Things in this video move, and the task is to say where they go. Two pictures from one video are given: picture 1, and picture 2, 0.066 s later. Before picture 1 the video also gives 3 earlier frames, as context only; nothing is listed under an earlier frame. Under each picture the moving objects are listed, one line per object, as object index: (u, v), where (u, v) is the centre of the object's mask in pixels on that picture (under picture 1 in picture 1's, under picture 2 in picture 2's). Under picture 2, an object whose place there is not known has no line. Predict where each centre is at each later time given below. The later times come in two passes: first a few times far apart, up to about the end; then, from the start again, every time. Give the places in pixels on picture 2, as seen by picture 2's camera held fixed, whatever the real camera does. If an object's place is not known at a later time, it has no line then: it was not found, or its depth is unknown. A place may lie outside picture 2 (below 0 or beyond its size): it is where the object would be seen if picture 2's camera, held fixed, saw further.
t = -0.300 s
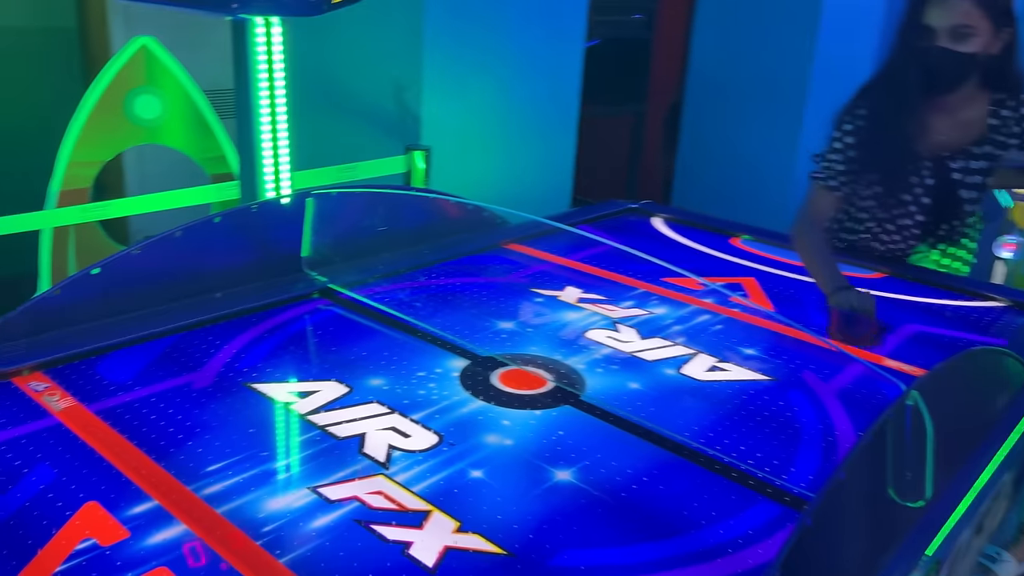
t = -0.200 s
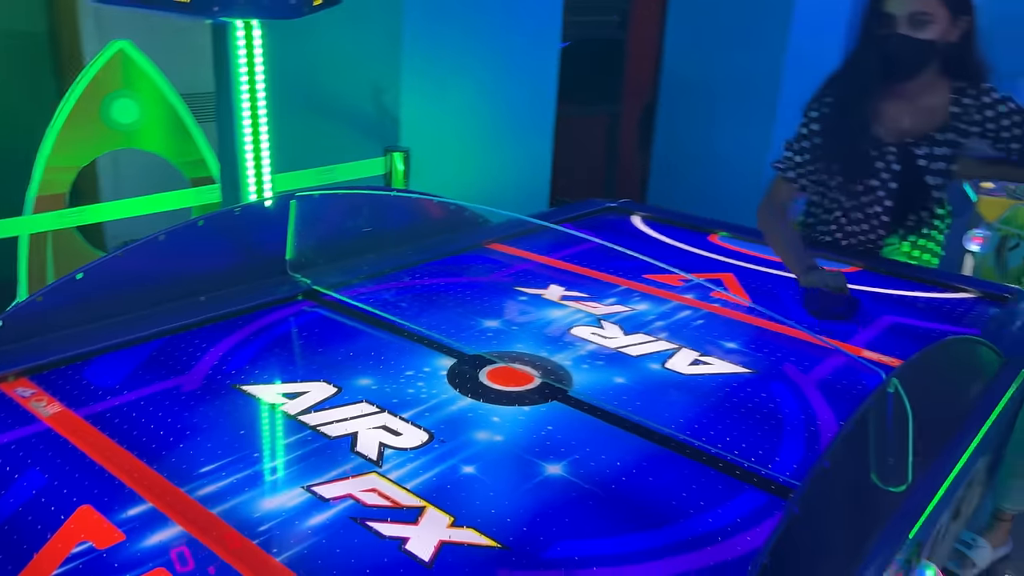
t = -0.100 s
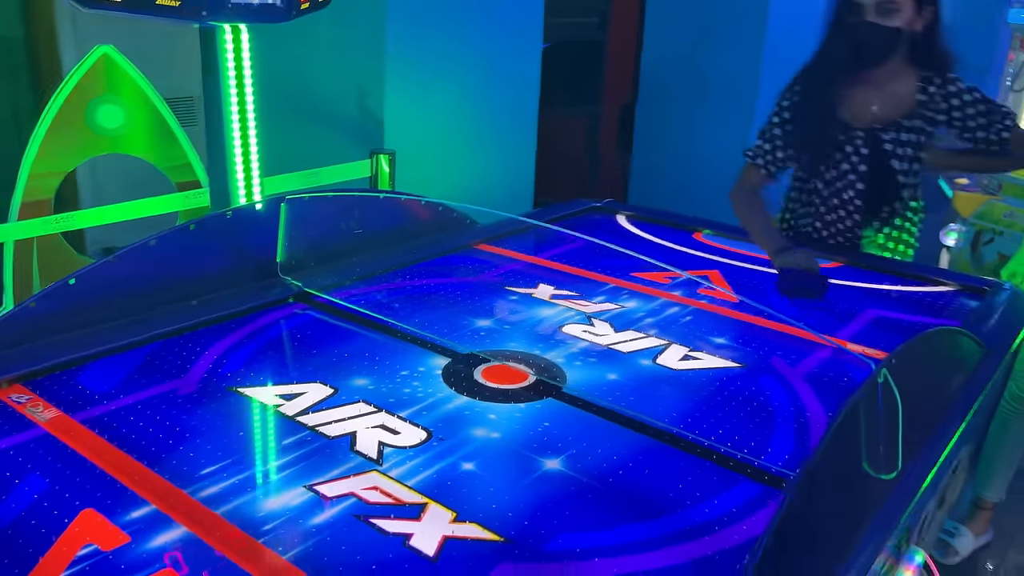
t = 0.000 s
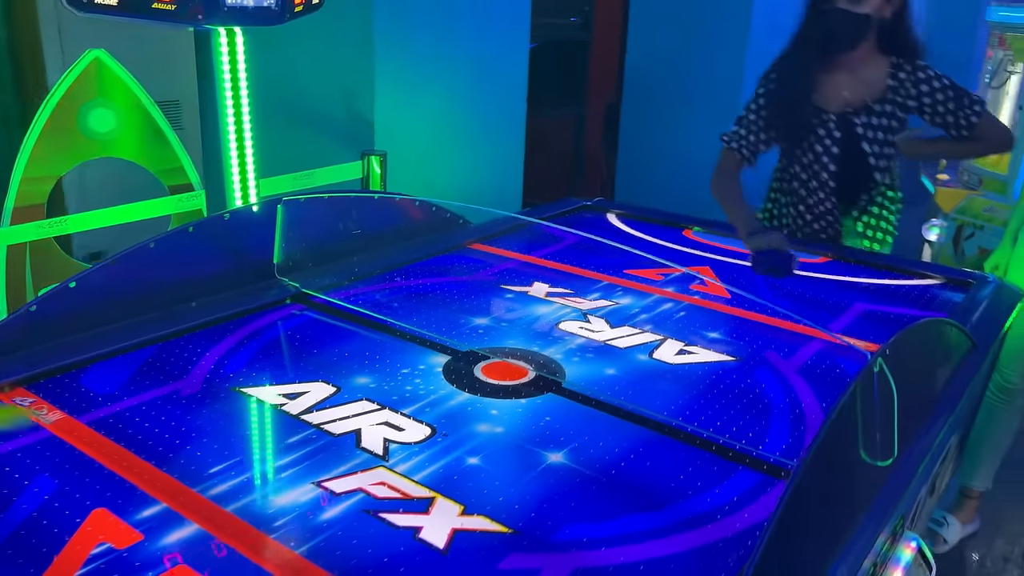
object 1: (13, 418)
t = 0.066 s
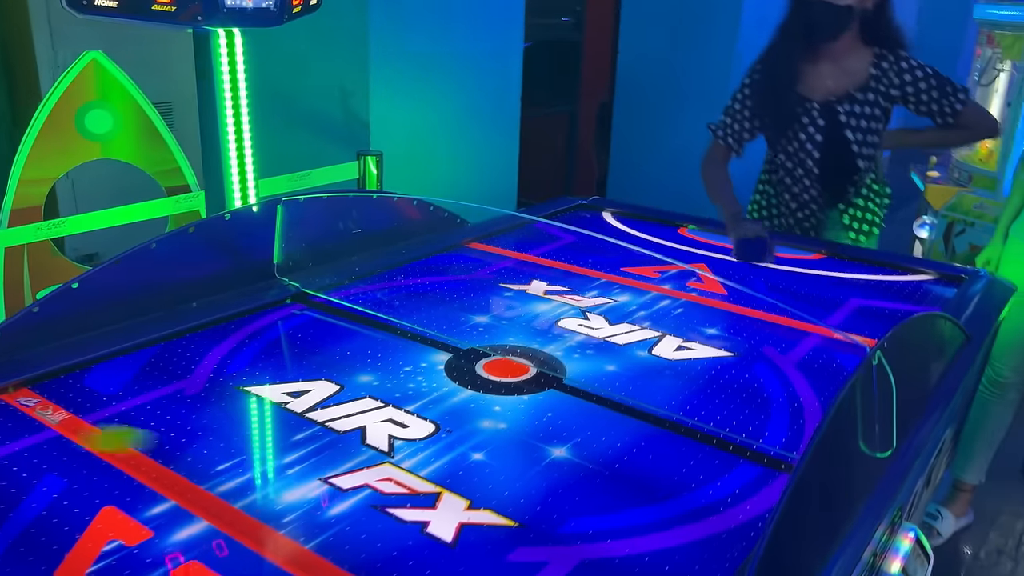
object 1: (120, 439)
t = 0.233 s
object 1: (424, 501)
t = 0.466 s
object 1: (586, 488)
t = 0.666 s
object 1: (375, 373)
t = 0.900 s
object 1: (304, 323)
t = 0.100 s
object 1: (173, 450)
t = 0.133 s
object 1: (225, 463)
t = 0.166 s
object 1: (294, 475)
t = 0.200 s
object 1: (360, 491)
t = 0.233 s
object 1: (424, 501)
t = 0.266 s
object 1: (509, 521)
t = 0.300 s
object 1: (568, 535)
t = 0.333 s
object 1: (652, 555)
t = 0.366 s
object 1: (713, 567)
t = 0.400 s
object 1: (686, 545)
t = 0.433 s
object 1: (631, 514)
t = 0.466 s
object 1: (586, 488)
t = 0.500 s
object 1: (543, 464)
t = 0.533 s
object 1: (503, 442)
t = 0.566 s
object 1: (469, 423)
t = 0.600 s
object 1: (434, 404)
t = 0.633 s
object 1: (405, 388)
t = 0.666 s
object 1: (375, 373)
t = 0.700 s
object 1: (349, 359)
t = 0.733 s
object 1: (325, 347)
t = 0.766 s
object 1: (302, 335)
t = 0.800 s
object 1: (281, 324)
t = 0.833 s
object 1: (262, 314)
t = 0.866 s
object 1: (276, 317)
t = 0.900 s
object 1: (304, 323)
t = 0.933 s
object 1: (330, 330)
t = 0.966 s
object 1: (357, 337)
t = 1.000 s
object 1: (386, 344)
